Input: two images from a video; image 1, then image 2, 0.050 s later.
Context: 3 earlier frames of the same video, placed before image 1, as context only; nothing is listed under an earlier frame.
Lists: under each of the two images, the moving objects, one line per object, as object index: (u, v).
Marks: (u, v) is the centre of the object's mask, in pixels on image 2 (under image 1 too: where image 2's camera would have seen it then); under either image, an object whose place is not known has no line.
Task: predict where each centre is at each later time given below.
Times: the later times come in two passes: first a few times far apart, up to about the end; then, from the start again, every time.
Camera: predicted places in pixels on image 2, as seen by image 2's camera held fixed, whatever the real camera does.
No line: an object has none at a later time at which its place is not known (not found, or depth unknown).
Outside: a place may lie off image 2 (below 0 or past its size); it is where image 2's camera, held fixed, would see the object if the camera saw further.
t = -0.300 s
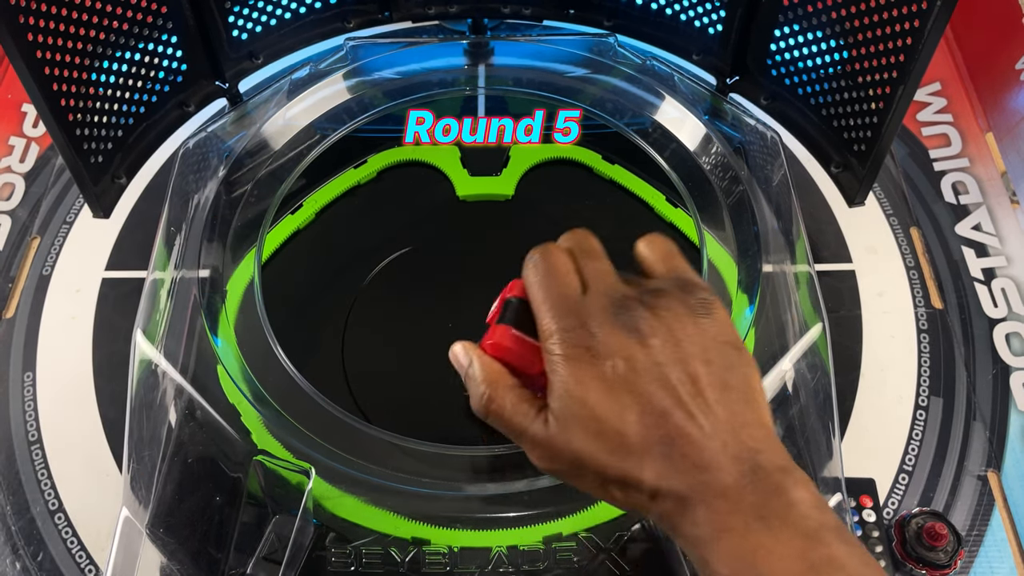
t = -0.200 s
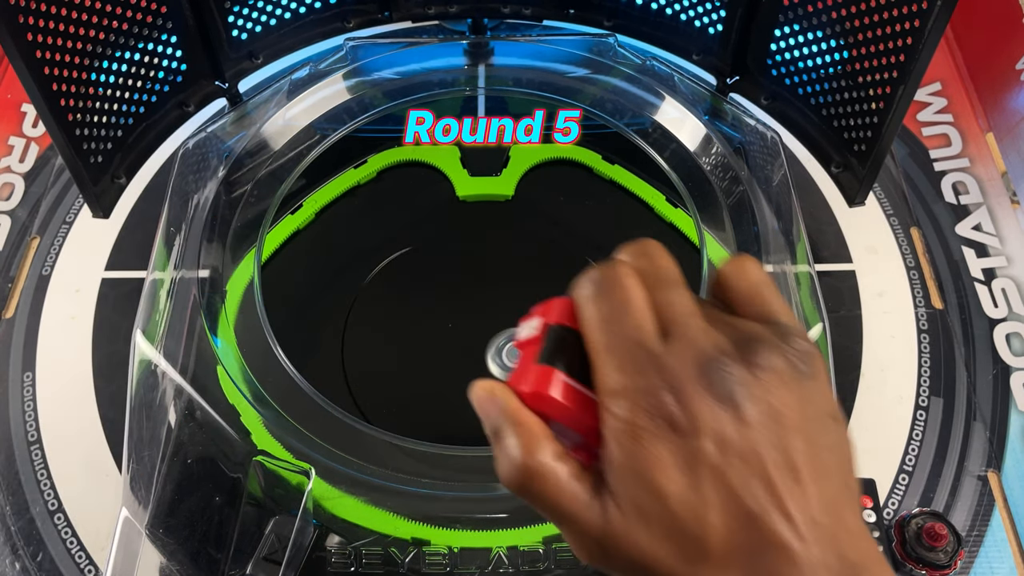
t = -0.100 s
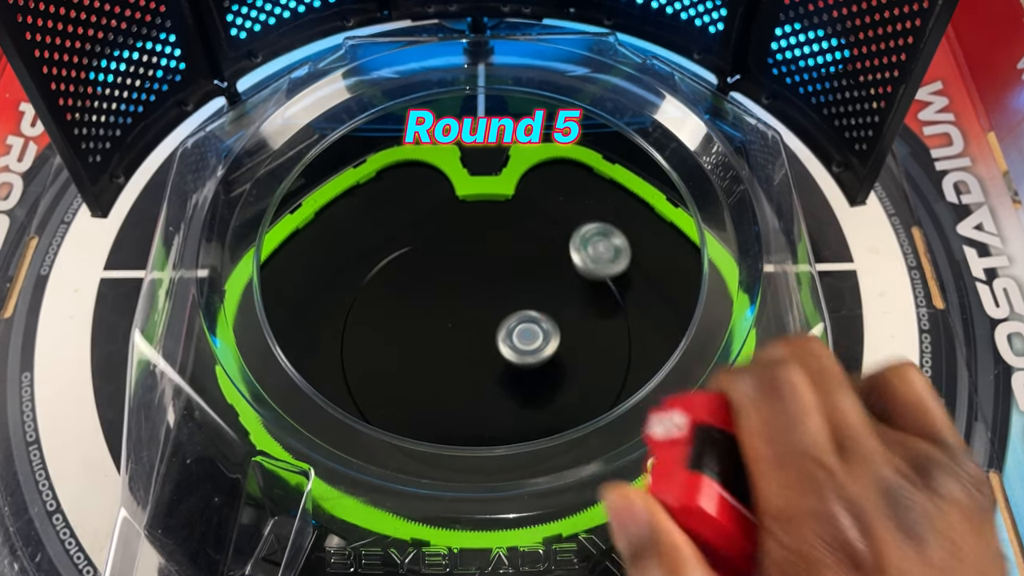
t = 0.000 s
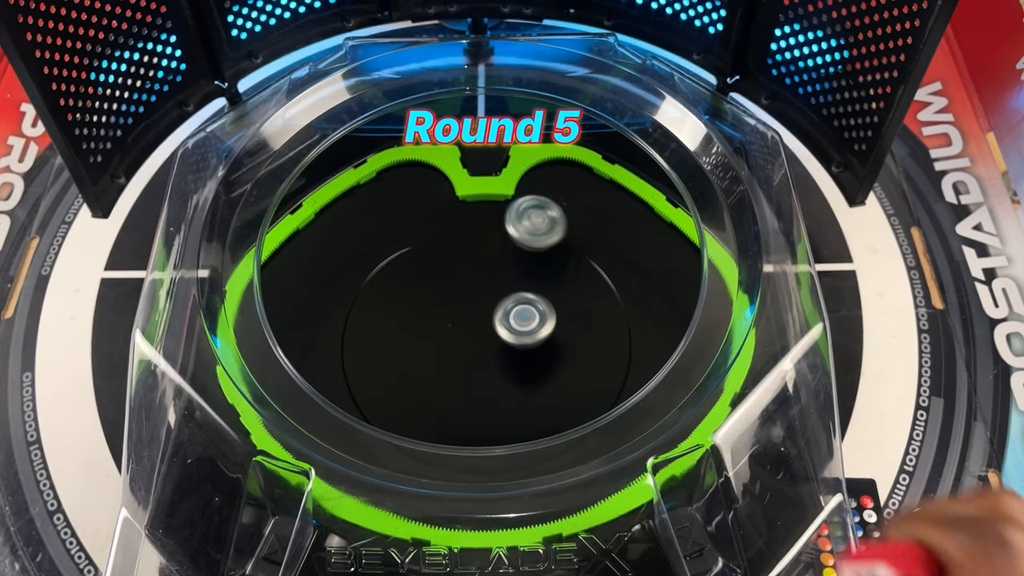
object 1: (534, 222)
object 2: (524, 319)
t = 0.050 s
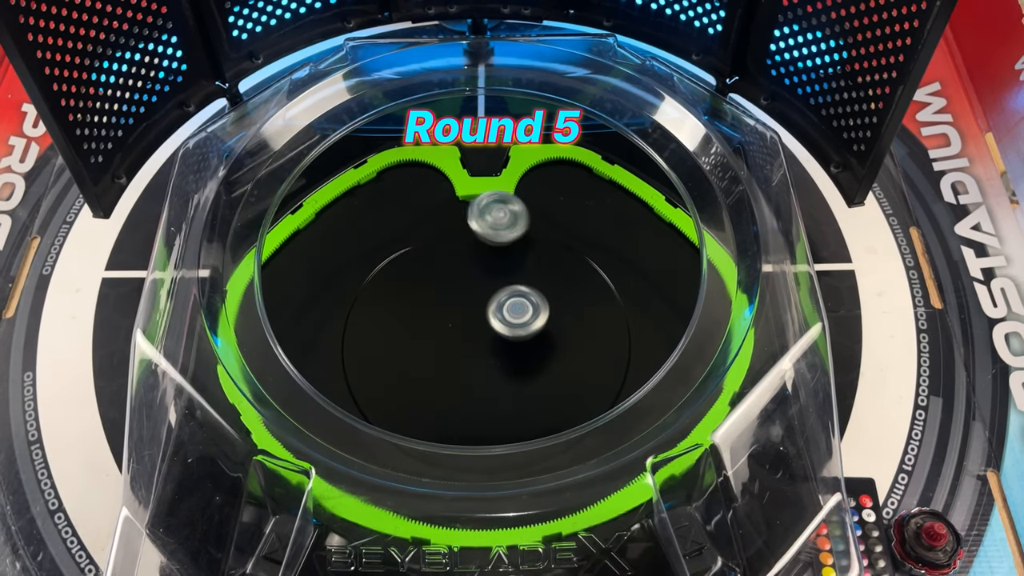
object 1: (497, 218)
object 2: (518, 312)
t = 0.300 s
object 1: (324, 228)
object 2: (469, 310)
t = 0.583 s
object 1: (269, 293)
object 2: (463, 350)
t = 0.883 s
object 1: (444, 379)
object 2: (507, 343)
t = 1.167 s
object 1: (396, 490)
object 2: (611, 229)
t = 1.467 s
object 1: (527, 365)
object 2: (415, 340)
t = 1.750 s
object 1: (546, 184)
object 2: (381, 401)
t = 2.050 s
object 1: (592, 223)
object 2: (484, 443)
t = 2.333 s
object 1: (523, 222)
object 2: (438, 416)
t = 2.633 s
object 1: (629, 181)
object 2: (352, 468)
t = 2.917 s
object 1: (683, 315)
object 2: (474, 325)
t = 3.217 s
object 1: (624, 438)
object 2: (545, 208)
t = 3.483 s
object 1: (483, 426)
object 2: (485, 252)
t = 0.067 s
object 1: (484, 216)
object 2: (515, 310)
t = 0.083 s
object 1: (471, 215)
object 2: (512, 308)
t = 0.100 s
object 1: (459, 214)
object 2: (509, 307)
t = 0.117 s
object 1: (445, 214)
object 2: (505, 305)
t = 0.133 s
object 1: (433, 214)
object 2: (502, 305)
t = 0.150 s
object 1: (420, 214)
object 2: (499, 304)
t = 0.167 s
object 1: (408, 215)
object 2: (495, 303)
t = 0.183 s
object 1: (396, 216)
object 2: (491, 303)
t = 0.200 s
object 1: (385, 217)
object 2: (488, 304)
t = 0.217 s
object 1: (374, 219)
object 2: (484, 304)
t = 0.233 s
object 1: (363, 220)
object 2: (481, 305)
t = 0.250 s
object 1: (353, 222)
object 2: (478, 306)
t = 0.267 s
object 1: (344, 224)
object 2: (474, 307)
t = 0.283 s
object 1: (334, 226)
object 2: (471, 308)
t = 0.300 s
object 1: (324, 228)
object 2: (469, 310)
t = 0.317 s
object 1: (316, 230)
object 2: (466, 312)
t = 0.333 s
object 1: (307, 232)
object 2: (463, 314)
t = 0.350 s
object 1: (299, 234)
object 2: (461, 316)
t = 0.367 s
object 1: (294, 237)
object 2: (459, 318)
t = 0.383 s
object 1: (285, 239)
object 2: (458, 320)
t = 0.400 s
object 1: (278, 241)
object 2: (456, 323)
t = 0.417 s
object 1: (272, 244)
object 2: (455, 325)
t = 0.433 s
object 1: (269, 248)
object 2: (455, 328)
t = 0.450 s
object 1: (266, 253)
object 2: (454, 331)
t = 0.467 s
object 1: (264, 258)
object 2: (454, 333)
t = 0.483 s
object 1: (263, 262)
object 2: (455, 336)
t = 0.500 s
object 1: (263, 267)
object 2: (455, 339)
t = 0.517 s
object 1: (263, 272)
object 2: (456, 341)
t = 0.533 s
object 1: (263, 277)
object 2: (457, 343)
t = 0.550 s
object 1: (265, 283)
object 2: (459, 346)
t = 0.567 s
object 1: (266, 287)
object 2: (461, 348)
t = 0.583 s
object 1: (269, 293)
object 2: (463, 350)
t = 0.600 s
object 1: (273, 298)
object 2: (465, 351)
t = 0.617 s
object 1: (276, 303)
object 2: (467, 353)
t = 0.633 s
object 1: (282, 309)
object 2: (470, 354)
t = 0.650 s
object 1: (288, 314)
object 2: (473, 355)
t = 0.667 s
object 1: (294, 319)
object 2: (476, 356)
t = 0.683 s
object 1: (301, 324)
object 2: (478, 356)
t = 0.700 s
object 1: (307, 329)
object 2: (481, 357)
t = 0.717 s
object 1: (316, 334)
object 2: (484, 357)
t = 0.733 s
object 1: (325, 339)
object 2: (487, 356)
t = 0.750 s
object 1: (334, 343)
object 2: (490, 356)
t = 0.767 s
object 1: (344, 348)
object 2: (493, 355)
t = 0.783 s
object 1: (355, 355)
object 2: (495, 354)
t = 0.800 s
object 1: (368, 359)
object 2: (498, 353)
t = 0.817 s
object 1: (381, 364)
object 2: (500, 351)
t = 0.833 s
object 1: (396, 369)
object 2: (502, 350)
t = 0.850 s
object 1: (411, 373)
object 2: (504, 348)
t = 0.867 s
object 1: (427, 376)
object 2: (506, 346)
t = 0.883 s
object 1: (444, 379)
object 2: (507, 343)
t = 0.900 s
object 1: (458, 383)
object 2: (512, 339)
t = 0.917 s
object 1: (448, 399)
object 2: (537, 321)
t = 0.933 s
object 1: (438, 412)
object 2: (561, 303)
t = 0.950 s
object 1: (428, 428)
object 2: (584, 285)
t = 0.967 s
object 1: (419, 441)
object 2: (605, 266)
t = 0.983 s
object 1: (414, 444)
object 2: (622, 248)
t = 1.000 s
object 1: (410, 448)
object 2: (637, 232)
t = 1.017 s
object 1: (405, 457)
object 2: (652, 219)
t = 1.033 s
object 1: (400, 468)
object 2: (667, 206)
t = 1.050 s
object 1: (397, 476)
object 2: (671, 198)
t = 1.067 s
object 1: (394, 478)
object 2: (663, 197)
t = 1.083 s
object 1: (391, 484)
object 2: (656, 197)
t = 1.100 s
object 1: (388, 491)
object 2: (647, 200)
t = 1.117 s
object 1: (387, 493)
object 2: (638, 205)
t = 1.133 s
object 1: (389, 492)
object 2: (629, 213)
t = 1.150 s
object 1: (393, 492)
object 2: (620, 223)
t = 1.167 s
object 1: (396, 490)
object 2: (611, 229)
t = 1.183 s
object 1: (401, 488)
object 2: (602, 229)
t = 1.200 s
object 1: (406, 484)
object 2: (593, 230)
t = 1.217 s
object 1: (411, 481)
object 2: (583, 234)
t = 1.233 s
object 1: (416, 479)
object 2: (573, 240)
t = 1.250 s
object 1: (423, 473)
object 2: (563, 248)
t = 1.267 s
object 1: (430, 466)
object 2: (553, 258)
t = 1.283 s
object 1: (439, 457)
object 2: (542, 263)
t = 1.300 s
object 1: (445, 453)
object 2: (530, 269)
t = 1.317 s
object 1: (452, 449)
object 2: (519, 277)
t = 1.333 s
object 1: (461, 444)
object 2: (507, 284)
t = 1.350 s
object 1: (469, 436)
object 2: (495, 291)
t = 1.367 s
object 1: (478, 426)
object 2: (483, 299)
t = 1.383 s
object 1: (486, 418)
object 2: (472, 306)
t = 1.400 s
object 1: (494, 409)
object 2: (460, 313)
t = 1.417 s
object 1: (503, 399)
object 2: (448, 320)
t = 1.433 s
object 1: (511, 388)
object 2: (437, 327)
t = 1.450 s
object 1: (519, 377)
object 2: (426, 334)
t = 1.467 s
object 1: (527, 365)
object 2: (415, 340)
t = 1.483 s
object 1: (535, 353)
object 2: (406, 347)
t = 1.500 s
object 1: (542, 340)
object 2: (397, 353)
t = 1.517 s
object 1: (547, 327)
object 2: (389, 359)
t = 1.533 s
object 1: (553, 314)
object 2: (381, 364)
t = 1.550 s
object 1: (557, 301)
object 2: (375, 370)
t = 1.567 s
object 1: (561, 289)
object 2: (369, 374)
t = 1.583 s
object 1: (563, 276)
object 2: (365, 379)
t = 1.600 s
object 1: (565, 264)
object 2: (361, 383)
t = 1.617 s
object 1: (566, 252)
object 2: (360, 386)
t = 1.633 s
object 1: (566, 241)
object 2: (359, 389)
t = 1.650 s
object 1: (565, 230)
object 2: (360, 391)
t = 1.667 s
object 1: (563, 220)
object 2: (361, 393)
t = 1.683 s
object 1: (560, 212)
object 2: (363, 395)
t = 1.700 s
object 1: (557, 205)
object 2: (366, 397)
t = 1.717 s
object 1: (554, 196)
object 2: (371, 398)
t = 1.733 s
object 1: (550, 190)
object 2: (375, 400)
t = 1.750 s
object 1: (546, 184)
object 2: (381, 401)
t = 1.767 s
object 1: (542, 178)
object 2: (387, 402)
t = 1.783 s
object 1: (537, 172)
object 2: (394, 403)
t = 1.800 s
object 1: (532, 167)
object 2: (402, 403)
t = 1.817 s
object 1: (528, 162)
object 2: (410, 402)
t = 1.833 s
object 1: (527, 165)
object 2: (420, 400)
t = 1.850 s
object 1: (530, 176)
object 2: (430, 397)
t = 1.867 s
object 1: (533, 188)
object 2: (440, 394)
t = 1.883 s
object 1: (536, 198)
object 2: (451, 391)
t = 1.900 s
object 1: (538, 210)
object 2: (461, 387)
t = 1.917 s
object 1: (540, 222)
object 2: (472, 383)
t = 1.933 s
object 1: (542, 236)
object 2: (482, 378)
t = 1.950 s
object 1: (543, 249)
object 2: (492, 374)
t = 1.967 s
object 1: (544, 264)
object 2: (503, 368)
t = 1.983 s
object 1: (544, 278)
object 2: (512, 363)
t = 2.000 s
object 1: (544, 292)
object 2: (521, 357)
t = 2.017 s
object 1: (554, 284)
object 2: (519, 371)
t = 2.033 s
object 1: (574, 253)
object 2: (502, 408)
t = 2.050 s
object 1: (592, 223)
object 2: (484, 443)
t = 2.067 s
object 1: (607, 196)
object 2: (464, 476)
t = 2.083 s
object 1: (622, 170)
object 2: (444, 507)
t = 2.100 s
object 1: (624, 149)
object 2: (429, 514)
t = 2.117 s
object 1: (619, 133)
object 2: (425, 498)
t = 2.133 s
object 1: (612, 119)
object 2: (420, 482)
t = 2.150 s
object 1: (606, 109)
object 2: (415, 484)
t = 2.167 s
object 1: (599, 113)
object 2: (409, 498)
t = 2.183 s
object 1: (593, 120)
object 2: (404, 512)
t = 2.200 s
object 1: (584, 135)
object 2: (399, 529)
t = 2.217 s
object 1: (578, 148)
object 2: (402, 511)
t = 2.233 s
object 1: (570, 163)
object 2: (407, 490)
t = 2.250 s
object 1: (562, 169)
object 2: (411, 474)
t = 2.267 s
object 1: (555, 178)
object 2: (416, 456)
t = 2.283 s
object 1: (548, 187)
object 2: (422, 443)
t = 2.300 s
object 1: (540, 199)
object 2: (427, 433)
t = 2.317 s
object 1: (532, 211)
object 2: (432, 424)
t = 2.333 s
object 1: (523, 222)
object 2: (438, 416)
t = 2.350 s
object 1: (515, 234)
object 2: (443, 401)
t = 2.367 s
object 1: (506, 248)
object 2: (449, 381)
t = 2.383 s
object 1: (497, 260)
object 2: (455, 363)
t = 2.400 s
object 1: (488, 274)
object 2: (461, 348)
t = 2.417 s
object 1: (485, 276)
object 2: (461, 342)
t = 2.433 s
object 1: (497, 248)
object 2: (444, 365)
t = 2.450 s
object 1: (509, 223)
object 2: (426, 386)
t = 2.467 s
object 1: (520, 197)
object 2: (410, 406)
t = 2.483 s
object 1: (531, 172)
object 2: (391, 428)
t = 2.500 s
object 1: (542, 155)
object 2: (379, 440)
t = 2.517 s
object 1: (554, 157)
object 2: (362, 461)
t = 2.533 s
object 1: (567, 160)
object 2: (348, 478)
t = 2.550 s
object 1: (579, 162)
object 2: (342, 486)
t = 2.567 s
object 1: (591, 165)
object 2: (339, 487)
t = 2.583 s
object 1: (603, 168)
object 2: (340, 481)
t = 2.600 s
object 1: (615, 170)
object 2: (343, 475)
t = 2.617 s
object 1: (624, 175)
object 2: (347, 470)
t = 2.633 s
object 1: (629, 181)
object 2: (352, 468)
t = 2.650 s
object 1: (635, 188)
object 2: (358, 467)
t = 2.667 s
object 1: (640, 195)
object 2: (364, 466)
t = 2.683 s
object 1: (645, 202)
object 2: (368, 454)
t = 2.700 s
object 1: (649, 209)
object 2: (376, 441)
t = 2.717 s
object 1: (654, 216)
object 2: (381, 434)
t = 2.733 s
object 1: (658, 224)
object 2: (388, 426)
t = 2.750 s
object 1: (662, 232)
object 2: (394, 420)
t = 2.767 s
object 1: (665, 239)
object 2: (403, 415)
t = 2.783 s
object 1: (668, 248)
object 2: (409, 408)
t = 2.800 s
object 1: (670, 256)
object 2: (417, 398)
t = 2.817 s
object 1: (672, 264)
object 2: (425, 389)
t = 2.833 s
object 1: (674, 272)
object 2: (433, 379)
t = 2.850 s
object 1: (677, 281)
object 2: (441, 368)
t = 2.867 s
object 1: (679, 289)
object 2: (449, 358)
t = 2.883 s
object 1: (681, 298)
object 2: (458, 347)
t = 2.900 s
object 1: (682, 306)
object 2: (466, 336)
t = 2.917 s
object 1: (683, 315)
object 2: (474, 325)
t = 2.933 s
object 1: (683, 324)
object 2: (482, 315)
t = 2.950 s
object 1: (684, 332)
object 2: (489, 304)
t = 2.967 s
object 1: (683, 340)
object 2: (496, 293)
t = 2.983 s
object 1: (681, 348)
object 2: (503, 284)
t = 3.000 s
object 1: (679, 356)
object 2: (510, 274)
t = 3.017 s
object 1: (677, 363)
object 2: (516, 266)
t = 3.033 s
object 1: (674, 371)
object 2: (521, 257)
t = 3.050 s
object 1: (673, 380)
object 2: (526, 249)
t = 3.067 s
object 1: (671, 387)
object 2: (530, 241)
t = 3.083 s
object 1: (667, 394)
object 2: (535, 235)
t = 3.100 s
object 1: (663, 401)
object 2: (538, 229)
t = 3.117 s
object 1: (659, 408)
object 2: (541, 224)
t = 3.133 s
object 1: (654, 414)
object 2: (543, 220)
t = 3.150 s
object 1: (650, 419)
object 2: (544, 216)
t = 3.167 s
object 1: (644, 424)
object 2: (545, 213)
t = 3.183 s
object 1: (637, 428)
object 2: (545, 211)
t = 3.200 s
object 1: (631, 433)
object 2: (545, 209)
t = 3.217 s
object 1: (624, 438)
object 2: (545, 208)
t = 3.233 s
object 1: (617, 442)
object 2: (543, 207)
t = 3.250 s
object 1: (611, 445)
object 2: (542, 207)
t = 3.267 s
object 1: (603, 448)
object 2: (540, 207)
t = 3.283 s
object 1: (595, 449)
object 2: (537, 208)
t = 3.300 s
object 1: (586, 451)
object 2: (534, 209)
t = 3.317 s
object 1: (578, 452)
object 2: (531, 210)
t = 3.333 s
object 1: (570, 452)
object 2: (527, 212)
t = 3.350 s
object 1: (561, 452)
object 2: (523, 215)
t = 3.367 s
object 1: (550, 447)
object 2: (519, 218)
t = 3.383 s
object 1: (541, 447)
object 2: (514, 221)
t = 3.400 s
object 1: (532, 448)
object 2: (510, 225)
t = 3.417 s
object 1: (523, 446)
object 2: (505, 230)
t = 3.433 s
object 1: (513, 443)
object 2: (500, 234)
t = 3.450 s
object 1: (503, 439)
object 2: (495, 239)
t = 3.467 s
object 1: (493, 433)
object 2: (490, 246)
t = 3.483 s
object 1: (483, 426)
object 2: (485, 252)
